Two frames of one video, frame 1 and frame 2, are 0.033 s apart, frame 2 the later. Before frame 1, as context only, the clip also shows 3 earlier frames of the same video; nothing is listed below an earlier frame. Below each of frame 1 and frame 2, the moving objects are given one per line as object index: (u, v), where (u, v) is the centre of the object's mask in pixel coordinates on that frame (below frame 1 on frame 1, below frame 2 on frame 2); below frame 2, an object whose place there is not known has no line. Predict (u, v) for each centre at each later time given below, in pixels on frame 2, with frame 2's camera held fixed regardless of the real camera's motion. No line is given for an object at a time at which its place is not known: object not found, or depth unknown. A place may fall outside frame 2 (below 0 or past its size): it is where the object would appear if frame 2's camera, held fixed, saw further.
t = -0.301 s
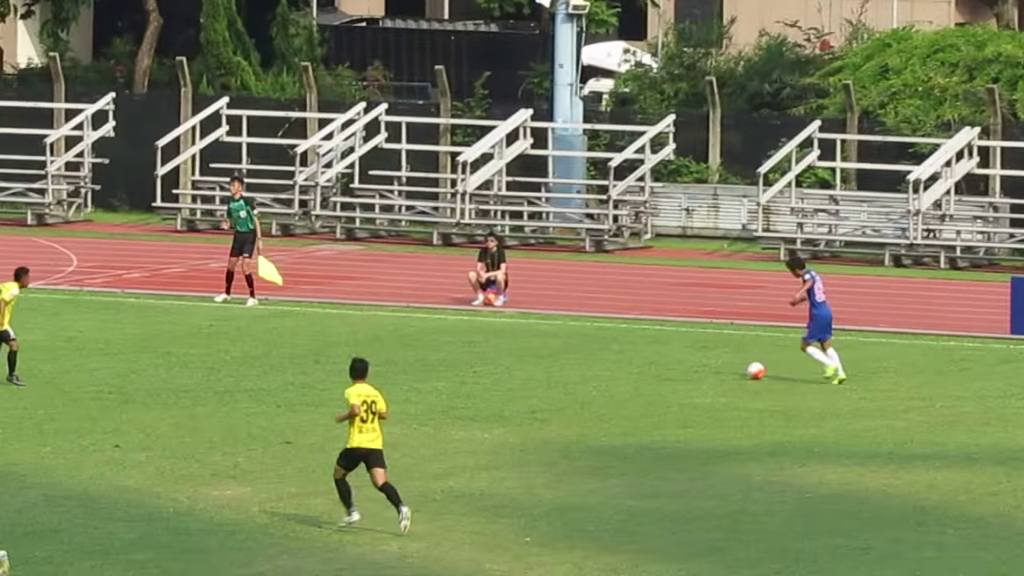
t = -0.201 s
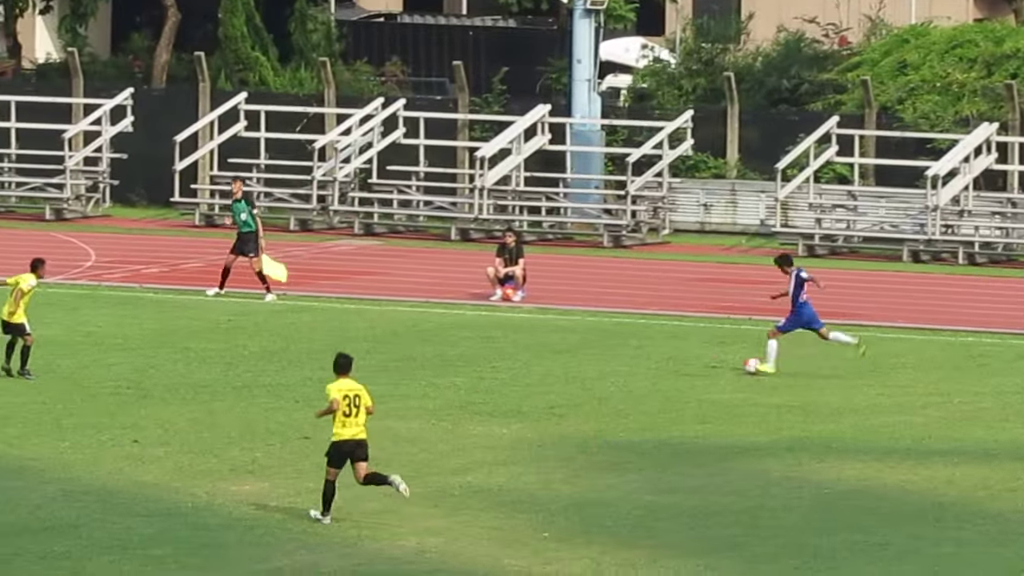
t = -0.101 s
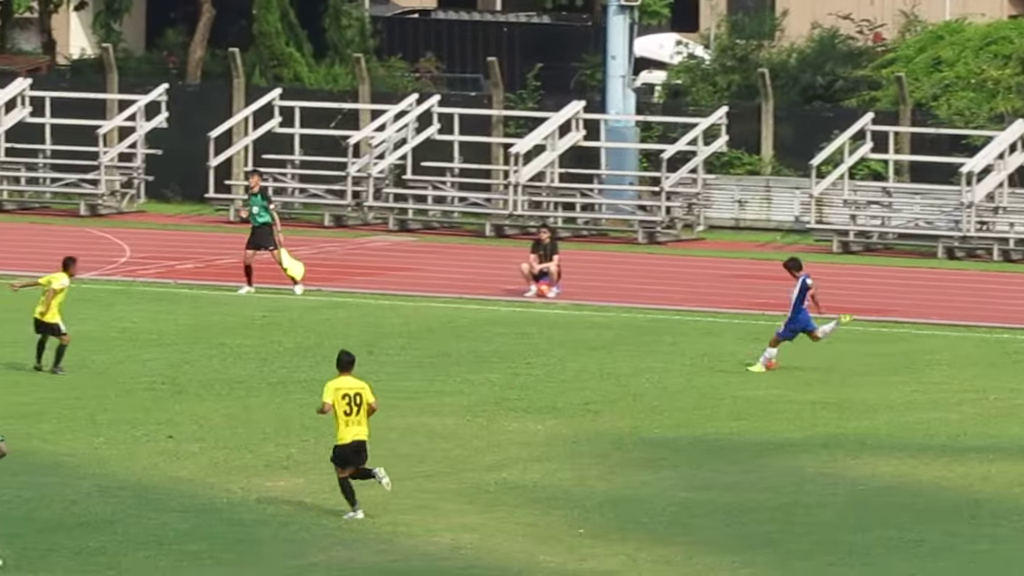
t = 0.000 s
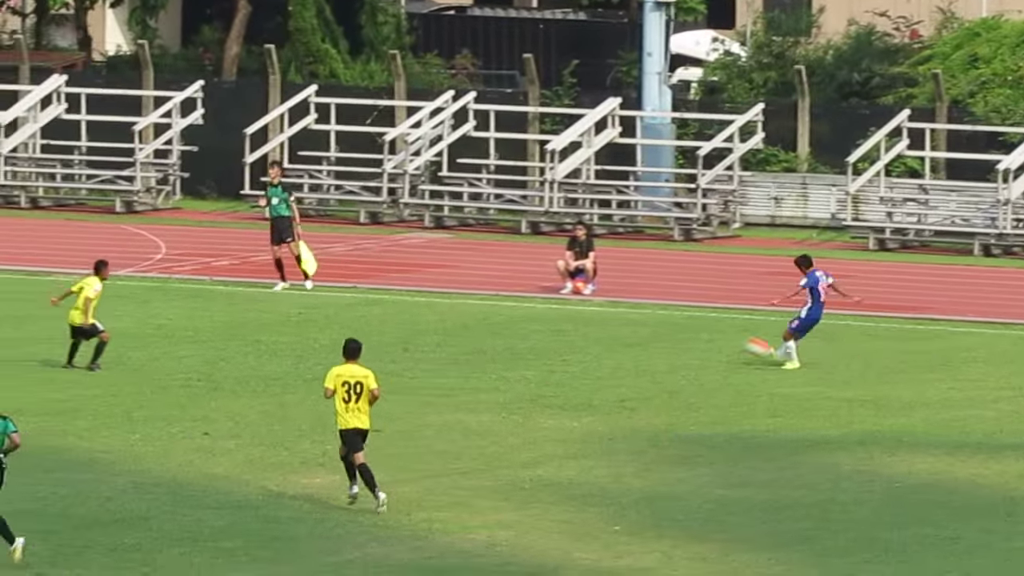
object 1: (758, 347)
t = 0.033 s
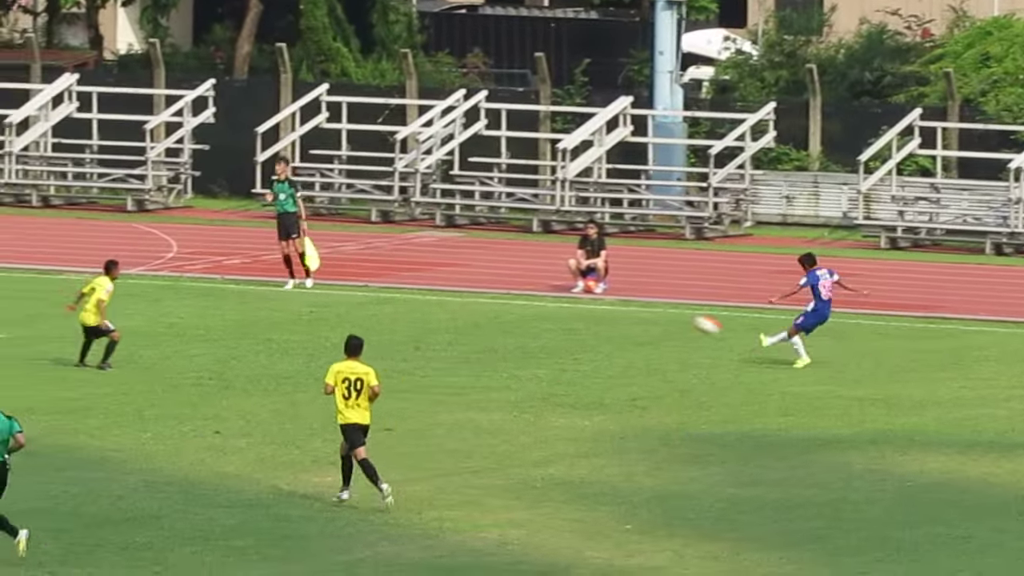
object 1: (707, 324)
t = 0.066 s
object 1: (645, 304)
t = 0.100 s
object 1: (588, 284)
